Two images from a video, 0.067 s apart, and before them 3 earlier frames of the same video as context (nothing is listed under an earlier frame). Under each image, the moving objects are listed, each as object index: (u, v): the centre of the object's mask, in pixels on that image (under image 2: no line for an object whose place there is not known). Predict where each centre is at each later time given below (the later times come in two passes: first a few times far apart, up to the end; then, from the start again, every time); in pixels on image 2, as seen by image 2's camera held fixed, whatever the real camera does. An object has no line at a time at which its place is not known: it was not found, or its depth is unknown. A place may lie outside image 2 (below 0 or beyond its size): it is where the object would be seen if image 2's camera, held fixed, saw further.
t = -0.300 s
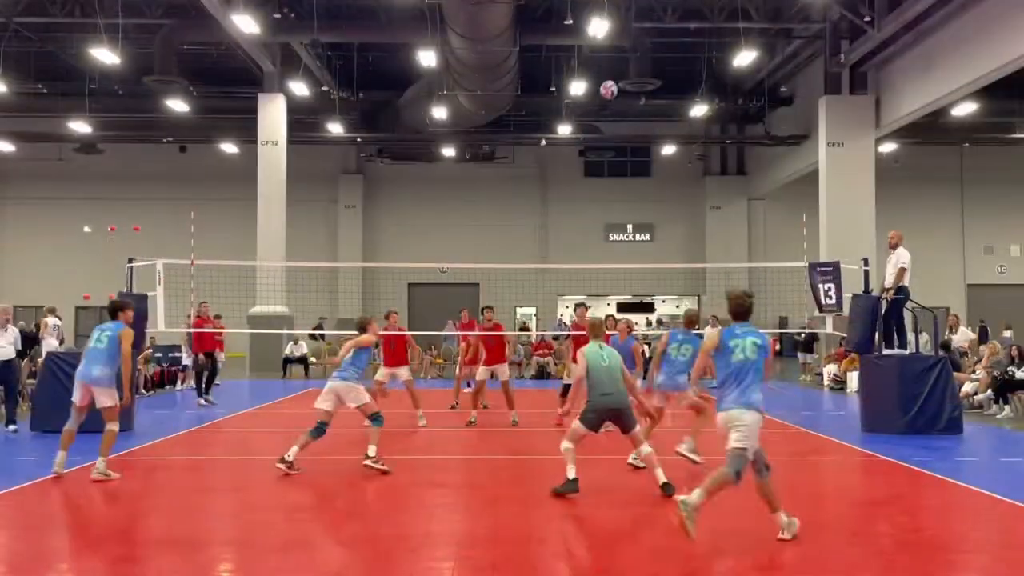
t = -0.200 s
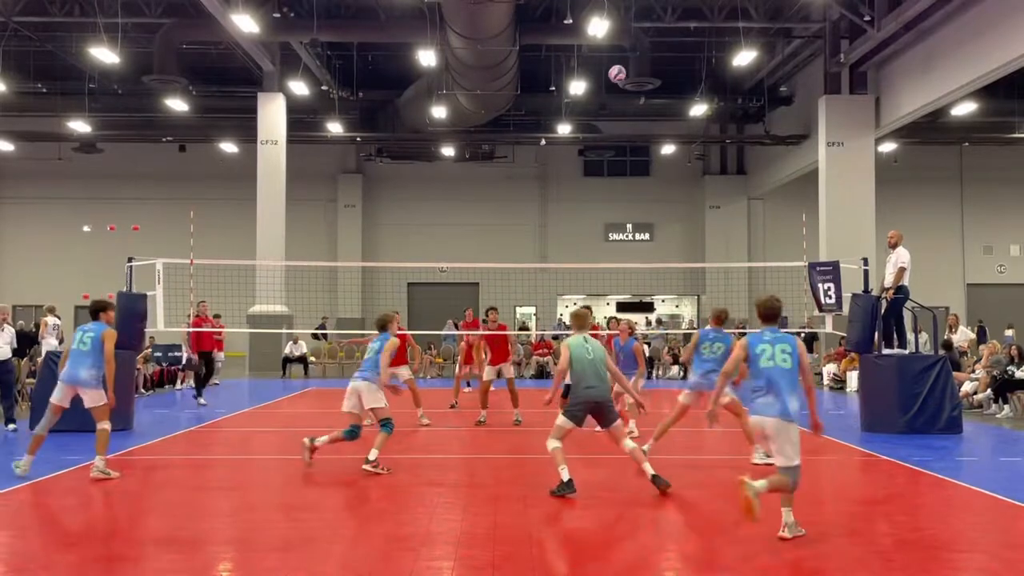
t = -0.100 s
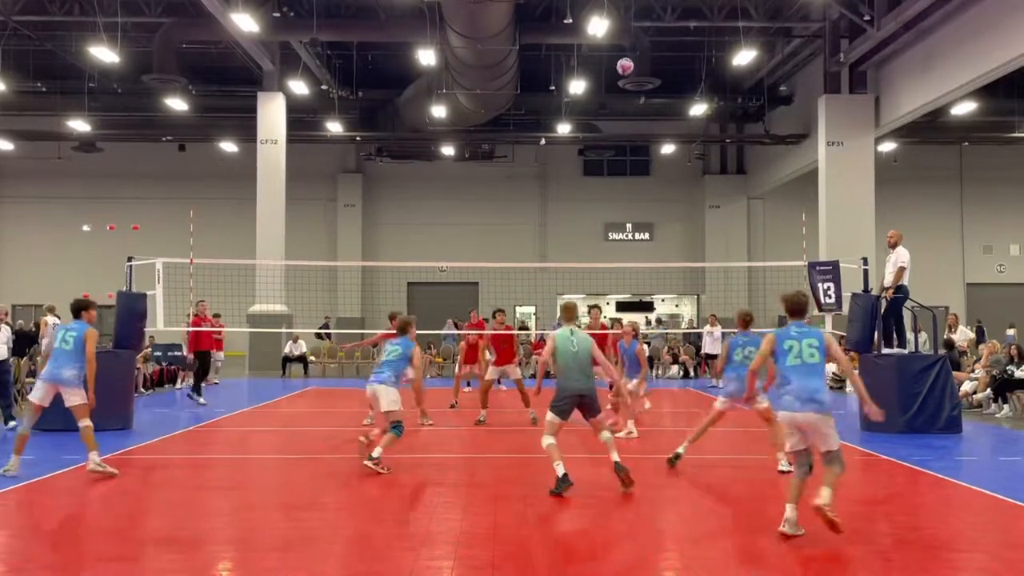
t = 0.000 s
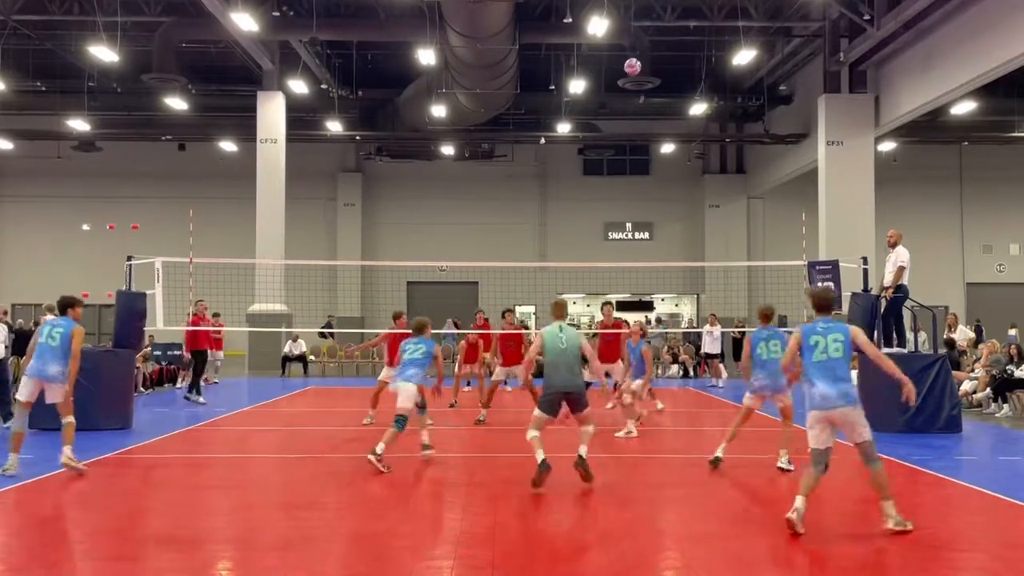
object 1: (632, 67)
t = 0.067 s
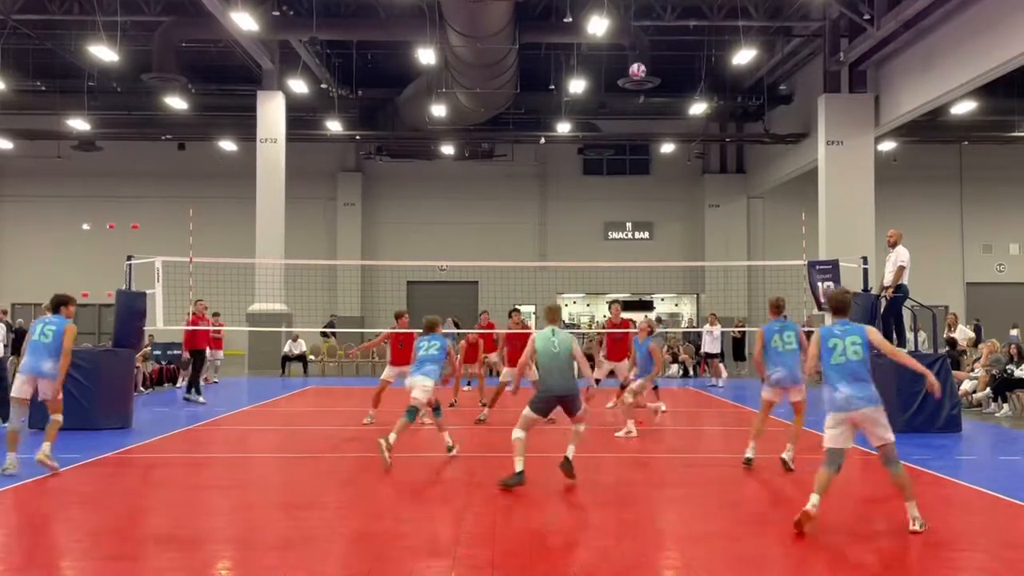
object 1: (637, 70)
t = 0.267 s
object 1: (651, 103)
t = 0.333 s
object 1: (656, 120)
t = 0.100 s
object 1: (640, 74)
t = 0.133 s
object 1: (642, 78)
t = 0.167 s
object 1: (644, 84)
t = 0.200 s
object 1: (647, 90)
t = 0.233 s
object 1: (649, 96)
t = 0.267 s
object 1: (651, 103)
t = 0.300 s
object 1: (654, 111)
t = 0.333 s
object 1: (656, 120)
